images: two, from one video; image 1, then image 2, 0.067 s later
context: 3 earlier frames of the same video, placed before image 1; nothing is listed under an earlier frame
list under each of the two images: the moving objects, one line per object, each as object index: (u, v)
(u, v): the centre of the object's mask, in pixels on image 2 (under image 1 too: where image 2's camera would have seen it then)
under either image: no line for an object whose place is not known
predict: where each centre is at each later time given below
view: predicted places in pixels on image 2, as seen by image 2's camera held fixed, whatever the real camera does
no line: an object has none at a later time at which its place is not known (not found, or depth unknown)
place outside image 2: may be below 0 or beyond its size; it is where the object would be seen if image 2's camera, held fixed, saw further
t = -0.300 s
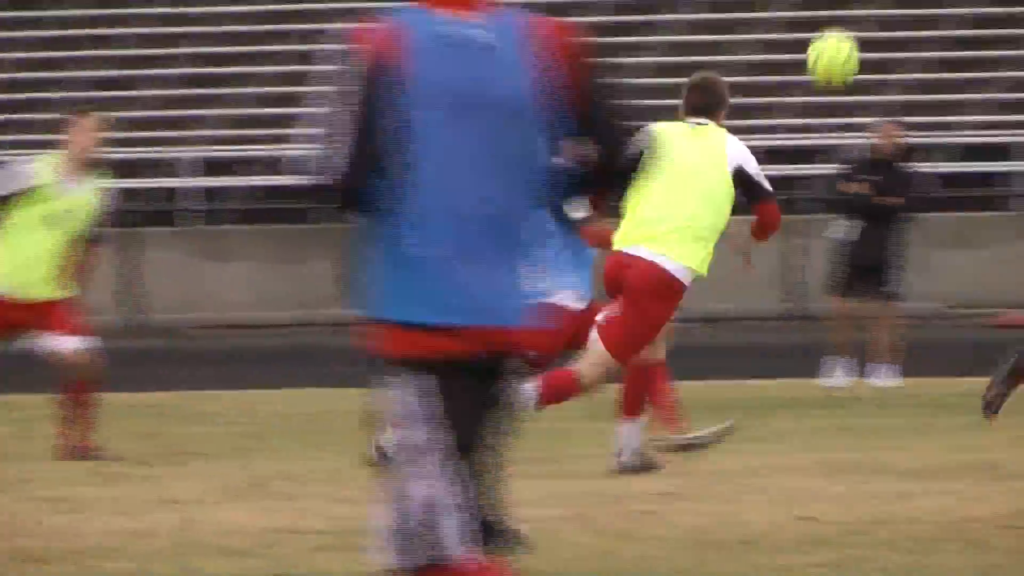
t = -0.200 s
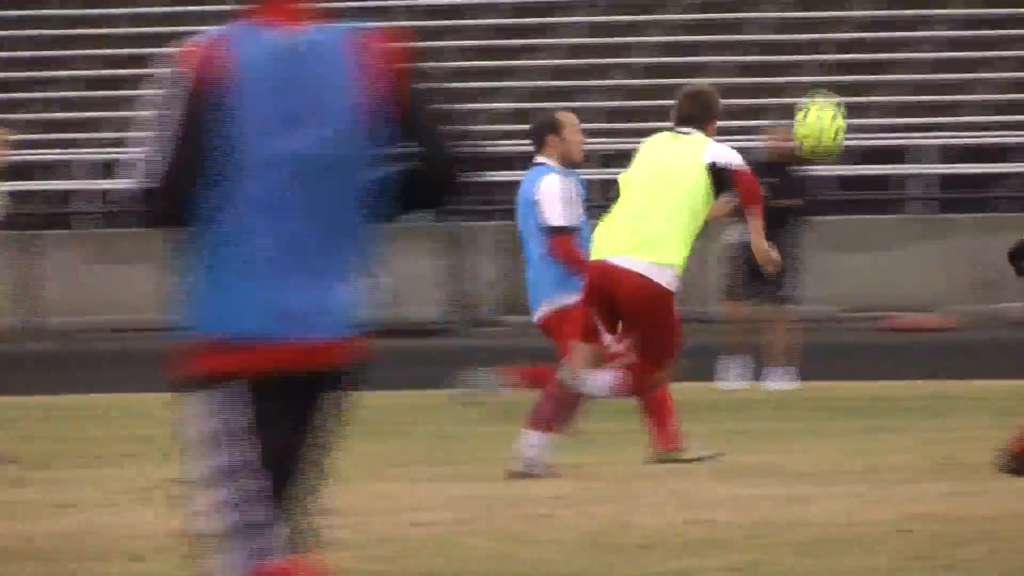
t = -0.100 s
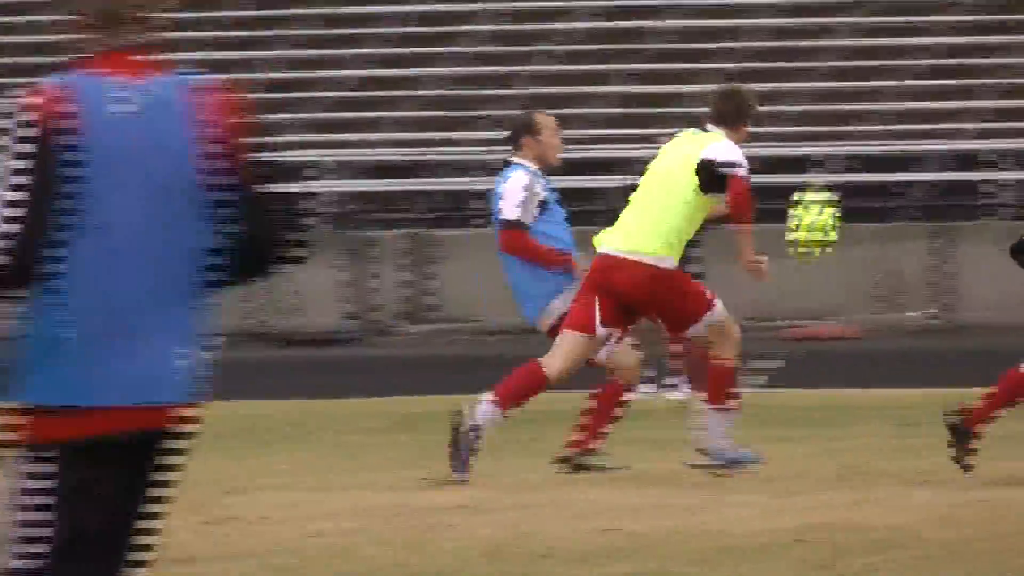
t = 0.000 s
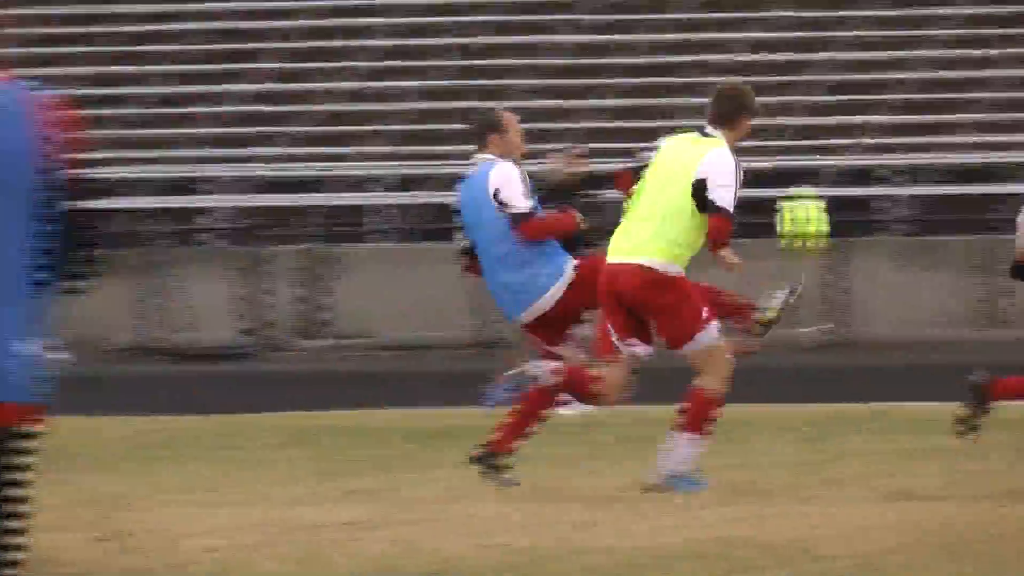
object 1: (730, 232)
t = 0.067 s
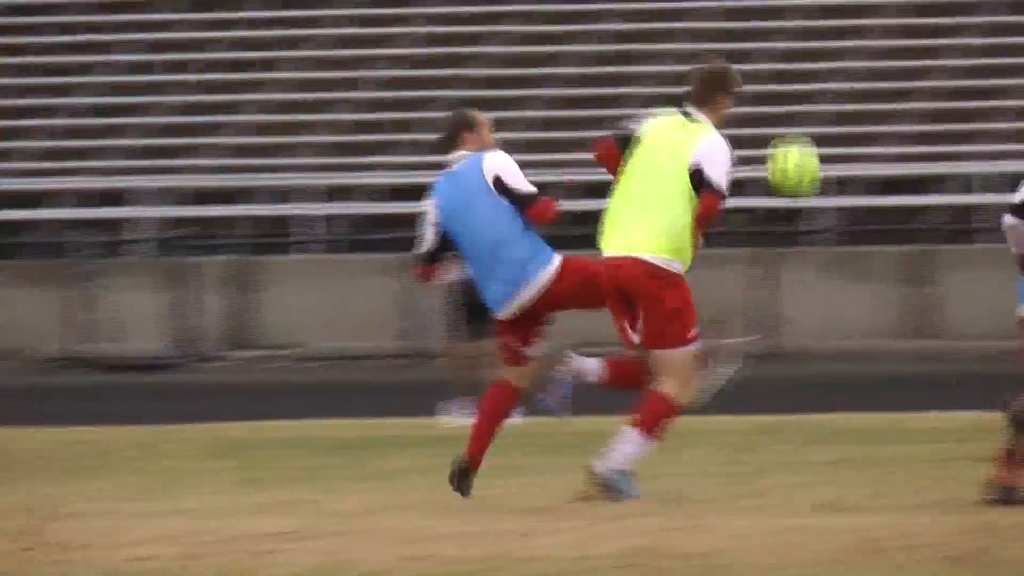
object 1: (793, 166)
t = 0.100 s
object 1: (827, 135)
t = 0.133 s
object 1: (862, 109)
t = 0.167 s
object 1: (898, 82)
